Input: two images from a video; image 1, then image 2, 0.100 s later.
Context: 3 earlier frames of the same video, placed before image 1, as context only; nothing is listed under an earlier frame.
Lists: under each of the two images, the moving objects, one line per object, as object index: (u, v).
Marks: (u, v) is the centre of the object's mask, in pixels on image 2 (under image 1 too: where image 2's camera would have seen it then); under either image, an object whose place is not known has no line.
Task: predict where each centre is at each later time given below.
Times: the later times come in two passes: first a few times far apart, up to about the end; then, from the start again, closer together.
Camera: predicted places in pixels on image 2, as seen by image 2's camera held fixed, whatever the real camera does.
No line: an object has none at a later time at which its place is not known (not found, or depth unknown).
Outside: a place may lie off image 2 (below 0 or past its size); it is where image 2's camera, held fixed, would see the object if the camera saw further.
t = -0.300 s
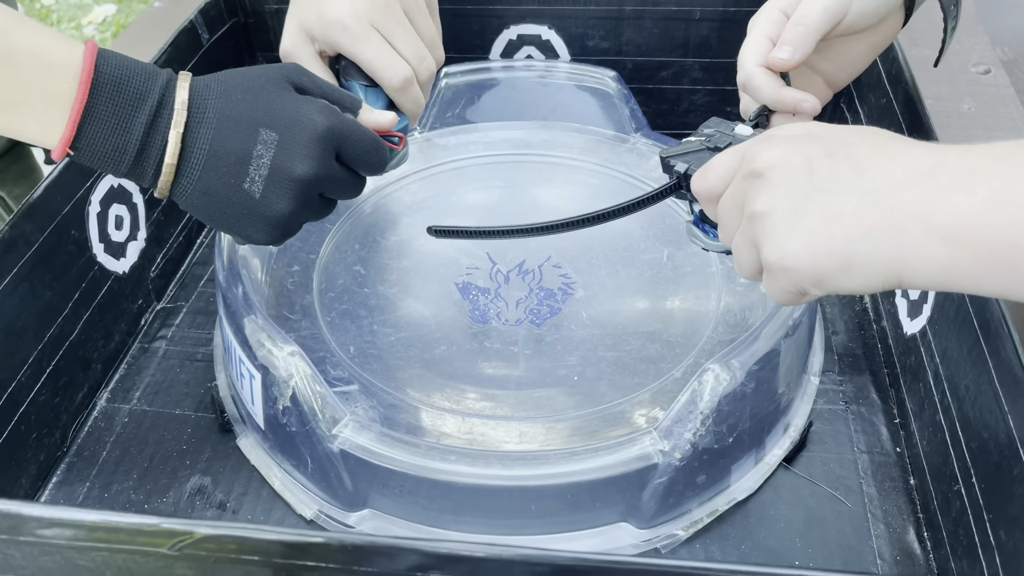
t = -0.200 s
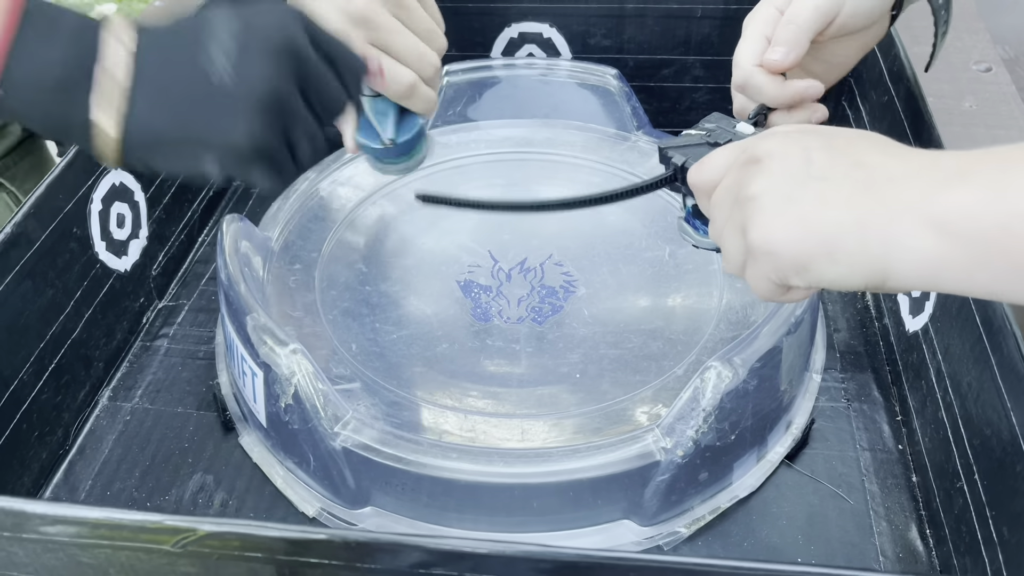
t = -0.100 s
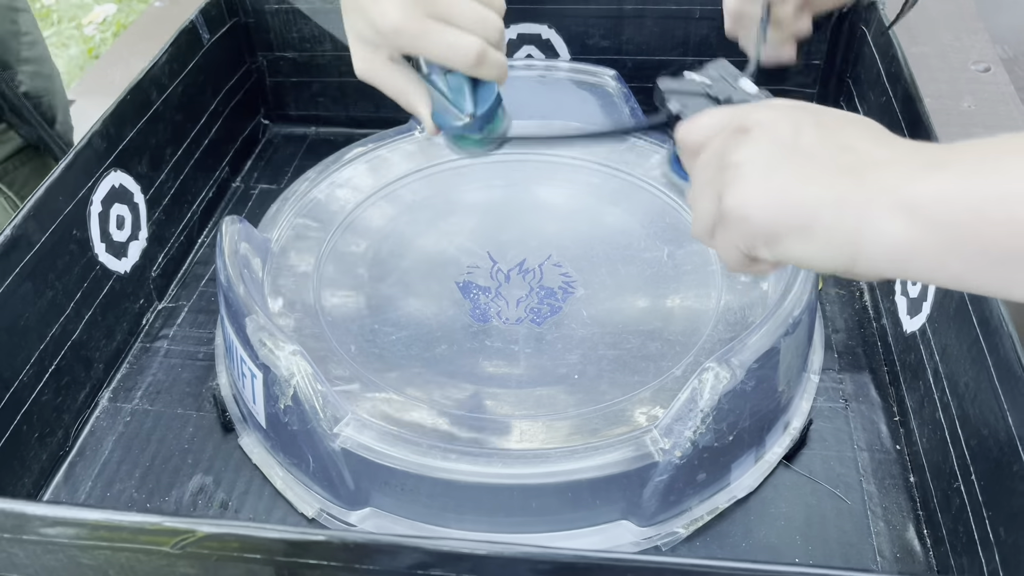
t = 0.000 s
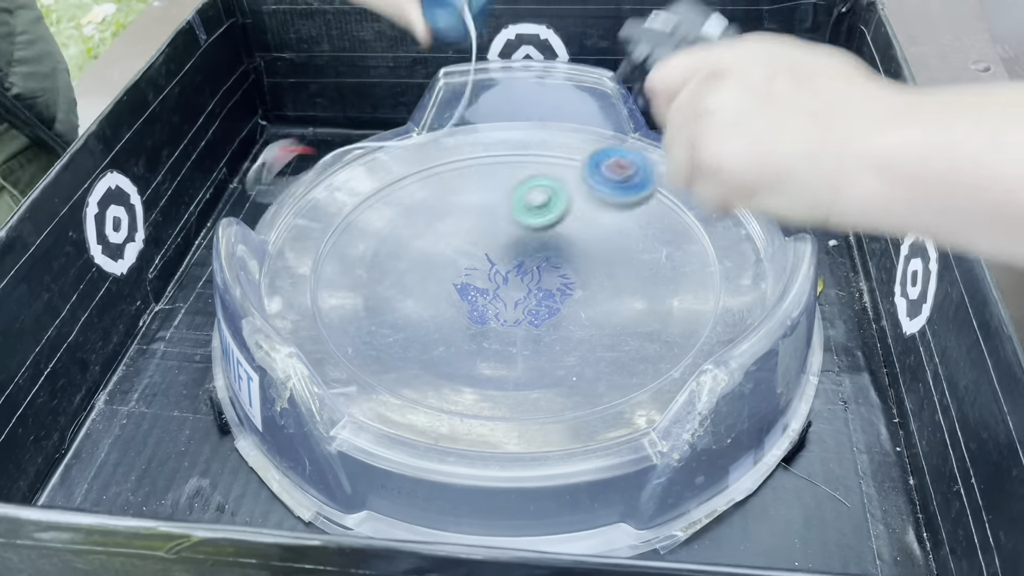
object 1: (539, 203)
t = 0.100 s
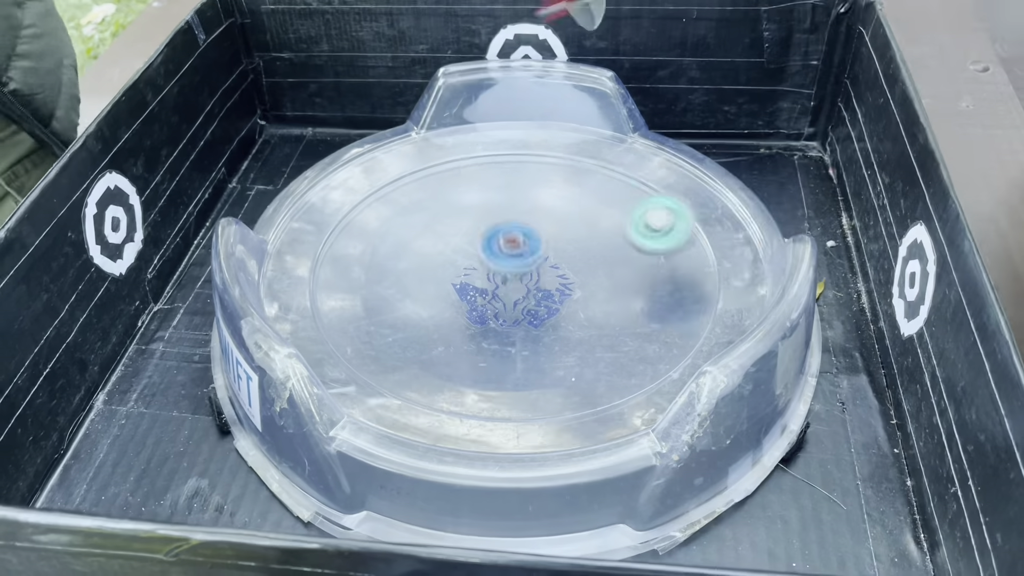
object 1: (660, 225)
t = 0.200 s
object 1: (747, 219)
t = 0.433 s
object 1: (668, 167)
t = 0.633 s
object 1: (678, 237)
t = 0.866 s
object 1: (706, 266)
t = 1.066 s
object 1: (692, 282)
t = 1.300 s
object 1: (721, 268)
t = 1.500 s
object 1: (570, 262)
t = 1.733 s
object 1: (486, 387)
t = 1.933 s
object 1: (646, 353)
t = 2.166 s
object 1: (488, 252)
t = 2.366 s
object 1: (362, 327)
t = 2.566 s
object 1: (504, 418)
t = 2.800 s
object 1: (610, 314)
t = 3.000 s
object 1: (504, 245)
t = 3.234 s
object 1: (516, 244)
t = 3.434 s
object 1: (518, 265)
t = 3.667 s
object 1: (554, 230)
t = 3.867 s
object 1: (498, 274)
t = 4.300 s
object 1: (528, 200)
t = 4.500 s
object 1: (469, 302)
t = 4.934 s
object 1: (561, 201)
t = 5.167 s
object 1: (437, 304)
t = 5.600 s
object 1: (575, 215)
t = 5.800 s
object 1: (427, 246)
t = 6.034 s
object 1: (508, 345)
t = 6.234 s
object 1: (626, 263)
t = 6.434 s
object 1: (514, 193)
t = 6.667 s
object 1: (416, 279)
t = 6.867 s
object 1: (572, 317)
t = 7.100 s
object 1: (601, 202)
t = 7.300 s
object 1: (468, 208)
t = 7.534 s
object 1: (503, 318)
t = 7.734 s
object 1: (646, 272)
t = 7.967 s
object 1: (546, 199)
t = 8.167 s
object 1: (455, 276)
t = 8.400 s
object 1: (596, 329)
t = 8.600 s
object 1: (651, 218)
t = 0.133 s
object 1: (681, 241)
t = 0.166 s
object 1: (721, 235)
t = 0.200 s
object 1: (747, 219)
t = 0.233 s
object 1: (746, 200)
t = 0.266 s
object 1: (742, 196)
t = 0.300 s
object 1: (720, 182)
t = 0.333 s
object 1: (699, 172)
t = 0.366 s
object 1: (684, 166)
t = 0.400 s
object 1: (674, 164)
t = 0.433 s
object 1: (668, 167)
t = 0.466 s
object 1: (664, 176)
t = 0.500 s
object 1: (660, 189)
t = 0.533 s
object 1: (660, 201)
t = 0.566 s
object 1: (663, 214)
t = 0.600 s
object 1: (669, 226)
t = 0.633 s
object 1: (678, 237)
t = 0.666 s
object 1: (690, 245)
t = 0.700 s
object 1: (706, 252)
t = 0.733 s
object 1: (705, 249)
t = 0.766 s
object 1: (698, 258)
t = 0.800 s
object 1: (699, 261)
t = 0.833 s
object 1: (703, 264)
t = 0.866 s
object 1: (706, 266)
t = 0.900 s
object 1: (701, 269)
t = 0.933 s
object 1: (701, 271)
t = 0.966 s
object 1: (703, 275)
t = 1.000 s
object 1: (706, 279)
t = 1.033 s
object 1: (697, 279)
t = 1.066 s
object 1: (692, 282)
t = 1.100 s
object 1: (690, 286)
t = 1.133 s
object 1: (689, 292)
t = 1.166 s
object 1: (691, 298)
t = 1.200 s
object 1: (696, 305)
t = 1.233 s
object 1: (689, 303)
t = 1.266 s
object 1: (734, 291)
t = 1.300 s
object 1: (721, 268)
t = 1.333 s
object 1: (705, 259)
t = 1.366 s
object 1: (689, 264)
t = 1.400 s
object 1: (664, 256)
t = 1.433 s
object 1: (638, 256)
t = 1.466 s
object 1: (604, 257)
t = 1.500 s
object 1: (570, 262)
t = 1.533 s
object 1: (536, 271)
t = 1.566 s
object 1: (505, 285)
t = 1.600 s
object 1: (478, 302)
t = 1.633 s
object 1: (461, 322)
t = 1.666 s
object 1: (455, 344)
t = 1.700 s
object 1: (466, 368)
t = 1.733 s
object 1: (486, 387)
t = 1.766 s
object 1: (522, 385)
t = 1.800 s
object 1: (561, 386)
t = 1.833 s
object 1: (596, 384)
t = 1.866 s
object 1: (620, 376)
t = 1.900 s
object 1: (635, 366)
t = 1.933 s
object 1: (646, 353)
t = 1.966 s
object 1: (650, 336)
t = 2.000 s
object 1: (640, 316)
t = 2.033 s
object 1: (623, 298)
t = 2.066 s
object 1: (598, 280)
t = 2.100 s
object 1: (564, 266)
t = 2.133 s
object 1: (527, 256)
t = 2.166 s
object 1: (488, 252)
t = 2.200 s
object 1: (450, 254)
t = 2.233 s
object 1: (411, 263)
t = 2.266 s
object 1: (379, 276)
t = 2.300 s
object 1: (354, 295)
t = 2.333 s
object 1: (334, 316)
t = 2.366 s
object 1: (362, 327)
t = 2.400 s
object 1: (389, 357)
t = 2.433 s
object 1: (412, 367)
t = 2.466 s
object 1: (439, 383)
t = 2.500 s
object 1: (461, 395)
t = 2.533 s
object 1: (480, 407)
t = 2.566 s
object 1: (504, 418)
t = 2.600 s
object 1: (533, 418)
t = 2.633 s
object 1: (565, 413)
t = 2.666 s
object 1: (588, 398)
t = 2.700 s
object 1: (604, 377)
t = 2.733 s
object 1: (615, 358)
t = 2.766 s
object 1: (617, 337)
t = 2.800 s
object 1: (610, 314)
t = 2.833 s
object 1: (594, 290)
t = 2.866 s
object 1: (569, 269)
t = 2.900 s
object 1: (536, 251)
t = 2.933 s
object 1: (498, 237)
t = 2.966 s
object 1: (486, 236)
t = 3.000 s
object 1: (504, 245)
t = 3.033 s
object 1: (517, 251)
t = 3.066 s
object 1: (524, 253)
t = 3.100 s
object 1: (526, 253)
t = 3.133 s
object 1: (526, 250)
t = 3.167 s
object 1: (524, 247)
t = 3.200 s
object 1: (520, 245)
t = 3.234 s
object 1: (516, 244)
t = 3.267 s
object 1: (512, 244)
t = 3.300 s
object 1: (508, 247)
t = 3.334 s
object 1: (506, 252)
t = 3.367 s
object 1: (508, 256)
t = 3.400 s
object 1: (512, 261)
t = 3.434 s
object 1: (518, 265)
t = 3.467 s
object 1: (528, 267)
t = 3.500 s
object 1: (541, 267)
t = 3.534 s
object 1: (553, 261)
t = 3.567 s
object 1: (561, 253)
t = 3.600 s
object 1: (564, 246)
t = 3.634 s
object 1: (561, 237)
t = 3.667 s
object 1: (554, 230)
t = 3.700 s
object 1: (541, 226)
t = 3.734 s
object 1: (525, 227)
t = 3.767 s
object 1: (511, 234)
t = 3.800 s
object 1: (499, 244)
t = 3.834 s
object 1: (494, 259)
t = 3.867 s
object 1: (498, 274)
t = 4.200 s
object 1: (608, 211)
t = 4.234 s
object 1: (584, 200)
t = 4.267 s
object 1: (556, 196)
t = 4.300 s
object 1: (528, 200)
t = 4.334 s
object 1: (503, 209)
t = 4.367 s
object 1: (481, 222)
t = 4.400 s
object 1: (465, 240)
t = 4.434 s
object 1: (458, 259)
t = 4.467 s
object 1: (459, 281)
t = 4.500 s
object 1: (469, 302)
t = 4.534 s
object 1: (488, 319)
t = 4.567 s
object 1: (518, 331)
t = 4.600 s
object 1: (553, 336)
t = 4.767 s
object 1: (668, 262)
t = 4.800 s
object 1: (662, 242)
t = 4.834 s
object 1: (647, 224)
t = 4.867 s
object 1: (623, 210)
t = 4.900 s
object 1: (594, 203)
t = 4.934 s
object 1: (561, 201)
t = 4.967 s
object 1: (531, 204)
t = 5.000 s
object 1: (502, 212)
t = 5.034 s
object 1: (476, 225)
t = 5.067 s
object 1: (457, 241)
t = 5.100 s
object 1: (443, 261)
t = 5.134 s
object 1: (434, 282)
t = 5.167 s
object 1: (437, 304)
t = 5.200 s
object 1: (452, 323)
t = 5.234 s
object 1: (476, 340)
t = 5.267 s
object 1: (509, 349)
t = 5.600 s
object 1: (575, 215)
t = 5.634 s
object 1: (549, 210)
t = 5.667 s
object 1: (521, 209)
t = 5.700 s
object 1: (493, 213)
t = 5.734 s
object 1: (467, 221)
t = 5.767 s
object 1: (445, 231)
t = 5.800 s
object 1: (427, 246)
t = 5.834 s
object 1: (415, 263)
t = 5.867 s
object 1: (412, 281)
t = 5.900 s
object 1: (415, 298)
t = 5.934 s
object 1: (428, 314)
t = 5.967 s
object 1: (449, 329)
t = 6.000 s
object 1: (475, 340)
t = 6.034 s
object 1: (508, 345)
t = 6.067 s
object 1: (542, 343)
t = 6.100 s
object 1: (571, 335)
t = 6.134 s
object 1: (596, 321)
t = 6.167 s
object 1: (614, 303)
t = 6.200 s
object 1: (625, 284)
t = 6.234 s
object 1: (626, 263)
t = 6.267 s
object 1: (619, 243)
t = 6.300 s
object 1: (604, 227)
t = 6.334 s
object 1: (586, 213)
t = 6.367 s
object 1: (564, 202)
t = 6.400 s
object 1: (539, 196)
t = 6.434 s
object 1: (514, 193)
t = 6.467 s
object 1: (488, 196)
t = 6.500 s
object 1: (466, 202)
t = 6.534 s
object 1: (444, 213)
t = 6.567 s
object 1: (427, 226)
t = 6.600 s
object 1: (415, 242)
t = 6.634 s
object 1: (411, 259)
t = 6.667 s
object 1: (416, 279)
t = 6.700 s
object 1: (429, 296)
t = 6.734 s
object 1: (452, 311)
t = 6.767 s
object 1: (478, 320)
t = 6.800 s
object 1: (508, 325)
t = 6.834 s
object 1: (542, 325)
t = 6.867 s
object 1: (572, 317)
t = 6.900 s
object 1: (596, 304)
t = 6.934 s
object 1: (615, 288)
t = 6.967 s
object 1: (627, 270)
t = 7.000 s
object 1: (630, 249)
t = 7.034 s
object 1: (627, 231)
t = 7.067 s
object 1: (616, 216)
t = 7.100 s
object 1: (601, 202)
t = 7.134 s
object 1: (581, 192)
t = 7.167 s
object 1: (558, 185)
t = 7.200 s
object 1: (533, 184)
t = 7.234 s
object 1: (508, 188)
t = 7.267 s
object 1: (487, 196)
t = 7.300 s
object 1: (468, 208)
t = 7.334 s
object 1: (453, 222)
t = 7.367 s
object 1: (442, 239)
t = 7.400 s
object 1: (440, 258)
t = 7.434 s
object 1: (446, 276)
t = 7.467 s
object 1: (460, 293)
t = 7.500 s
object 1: (479, 308)
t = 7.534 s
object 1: (503, 318)
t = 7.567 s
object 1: (533, 323)
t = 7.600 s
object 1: (563, 322)
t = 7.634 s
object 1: (592, 315)
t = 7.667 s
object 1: (617, 303)
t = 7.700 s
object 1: (636, 289)
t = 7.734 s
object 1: (646, 272)
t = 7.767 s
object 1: (649, 254)
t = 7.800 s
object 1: (644, 237)
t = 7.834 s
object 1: (633, 223)
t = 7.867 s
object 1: (617, 212)
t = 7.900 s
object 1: (596, 203)
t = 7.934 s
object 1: (572, 199)
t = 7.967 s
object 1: (546, 199)
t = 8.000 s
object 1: (519, 204)
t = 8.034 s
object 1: (496, 214)
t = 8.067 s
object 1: (477, 227)
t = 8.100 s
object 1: (465, 242)
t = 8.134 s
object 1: (458, 258)
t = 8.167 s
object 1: (455, 276)
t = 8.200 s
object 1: (459, 293)
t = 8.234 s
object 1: (471, 309)
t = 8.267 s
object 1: (488, 322)
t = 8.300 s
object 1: (511, 331)
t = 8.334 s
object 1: (538, 336)
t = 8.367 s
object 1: (567, 335)
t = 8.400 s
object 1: (596, 329)
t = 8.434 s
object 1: (618, 317)
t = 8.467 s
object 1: (636, 301)
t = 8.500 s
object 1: (645, 283)
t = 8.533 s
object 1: (645, 265)
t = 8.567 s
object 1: (638, 249)
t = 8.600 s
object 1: (651, 218)
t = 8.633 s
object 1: (651, 194)
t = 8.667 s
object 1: (642, 175)
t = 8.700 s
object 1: (630, 160)
